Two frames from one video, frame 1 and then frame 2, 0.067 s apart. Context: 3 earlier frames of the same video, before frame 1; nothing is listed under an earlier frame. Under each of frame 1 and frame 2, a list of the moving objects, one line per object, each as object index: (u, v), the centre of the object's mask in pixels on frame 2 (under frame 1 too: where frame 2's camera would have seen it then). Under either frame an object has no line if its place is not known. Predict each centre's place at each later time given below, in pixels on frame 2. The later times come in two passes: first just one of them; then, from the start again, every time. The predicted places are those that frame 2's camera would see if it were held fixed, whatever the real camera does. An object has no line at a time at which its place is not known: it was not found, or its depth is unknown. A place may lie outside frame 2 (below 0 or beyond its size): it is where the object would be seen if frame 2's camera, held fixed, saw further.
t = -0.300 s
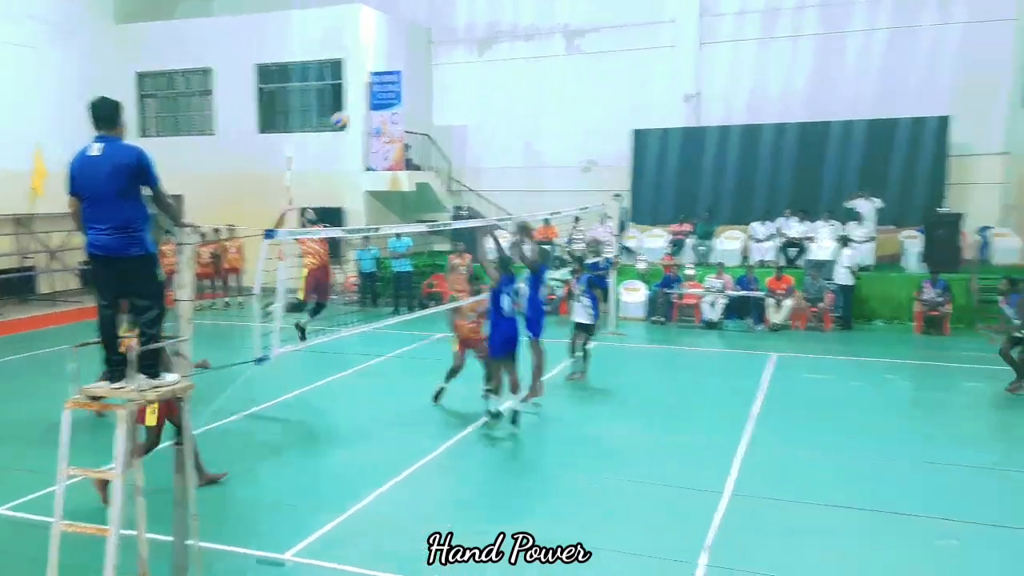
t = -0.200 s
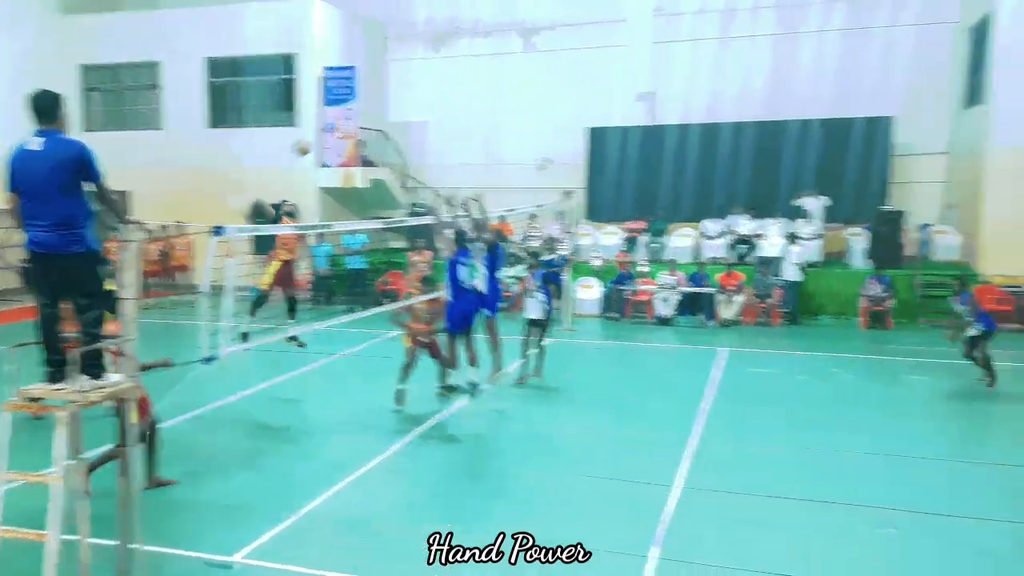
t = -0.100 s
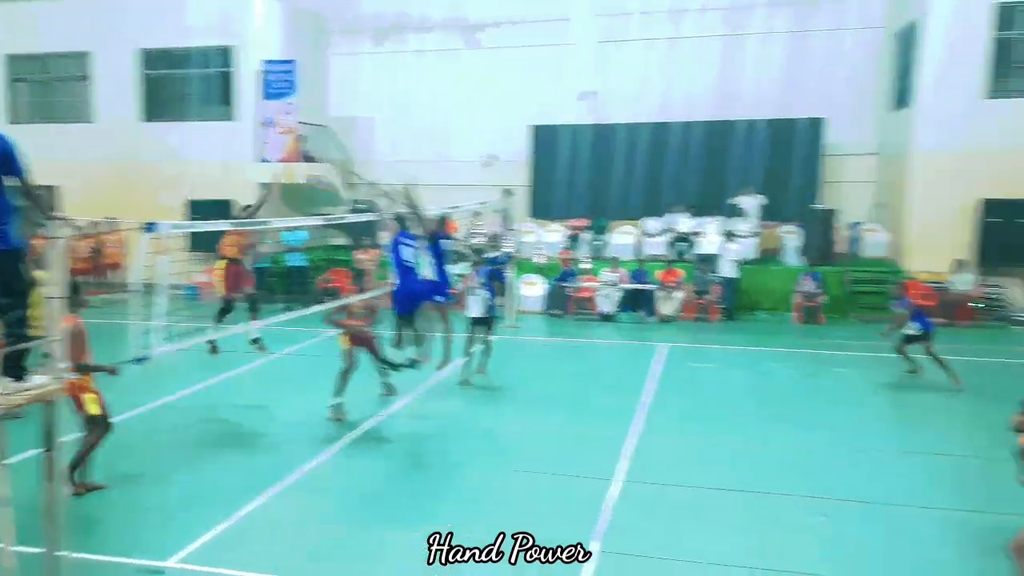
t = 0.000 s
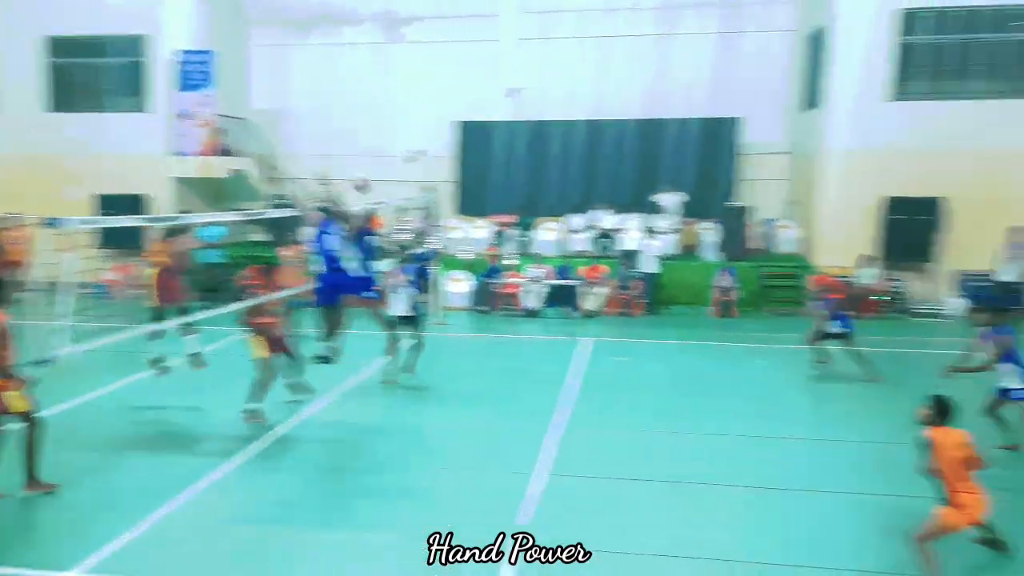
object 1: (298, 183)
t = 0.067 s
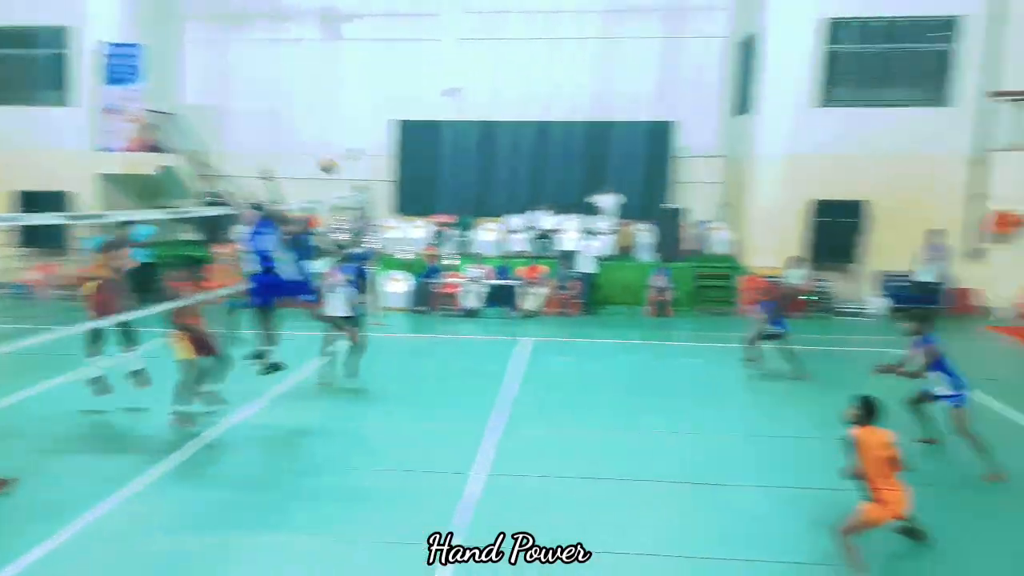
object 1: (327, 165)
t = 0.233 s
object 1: (387, 139)
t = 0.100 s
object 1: (340, 157)
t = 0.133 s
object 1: (353, 152)
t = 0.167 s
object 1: (363, 147)
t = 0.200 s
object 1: (375, 142)
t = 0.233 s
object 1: (387, 139)
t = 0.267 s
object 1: (398, 138)
